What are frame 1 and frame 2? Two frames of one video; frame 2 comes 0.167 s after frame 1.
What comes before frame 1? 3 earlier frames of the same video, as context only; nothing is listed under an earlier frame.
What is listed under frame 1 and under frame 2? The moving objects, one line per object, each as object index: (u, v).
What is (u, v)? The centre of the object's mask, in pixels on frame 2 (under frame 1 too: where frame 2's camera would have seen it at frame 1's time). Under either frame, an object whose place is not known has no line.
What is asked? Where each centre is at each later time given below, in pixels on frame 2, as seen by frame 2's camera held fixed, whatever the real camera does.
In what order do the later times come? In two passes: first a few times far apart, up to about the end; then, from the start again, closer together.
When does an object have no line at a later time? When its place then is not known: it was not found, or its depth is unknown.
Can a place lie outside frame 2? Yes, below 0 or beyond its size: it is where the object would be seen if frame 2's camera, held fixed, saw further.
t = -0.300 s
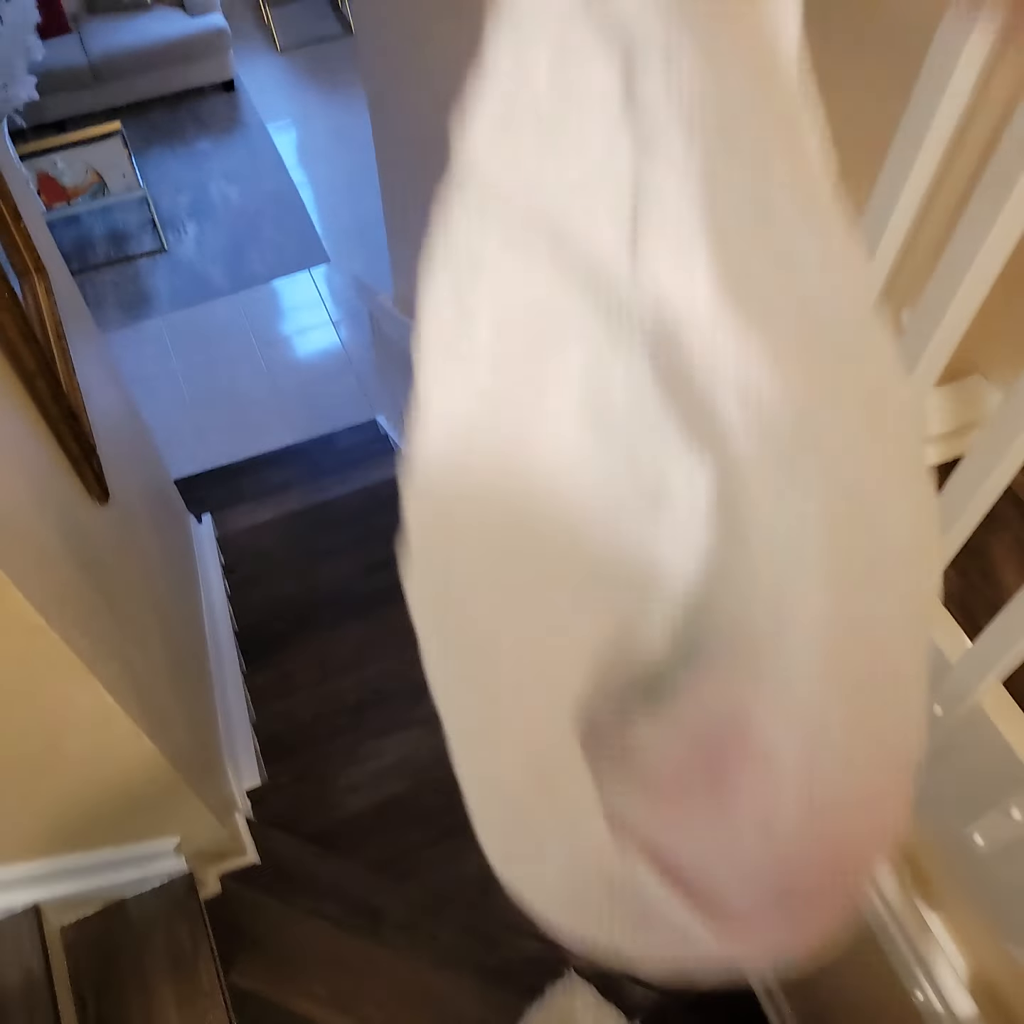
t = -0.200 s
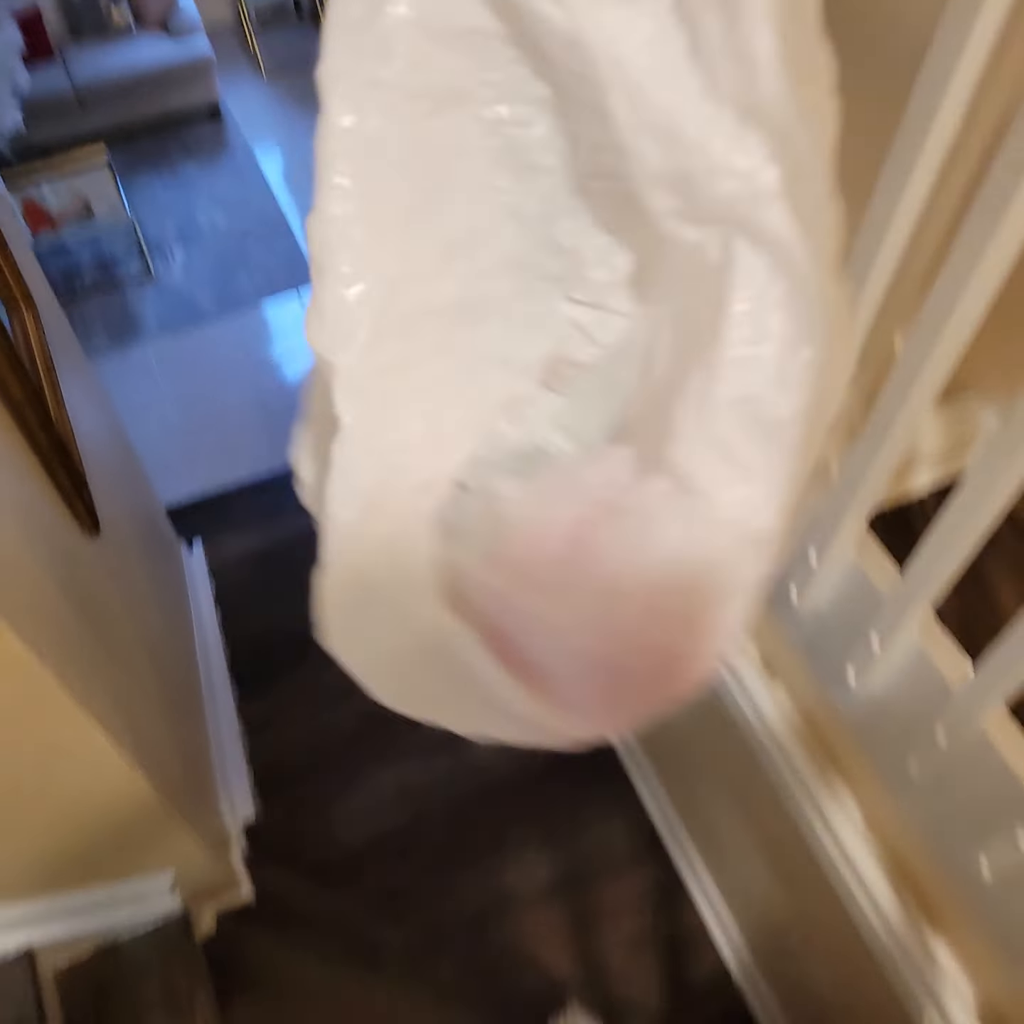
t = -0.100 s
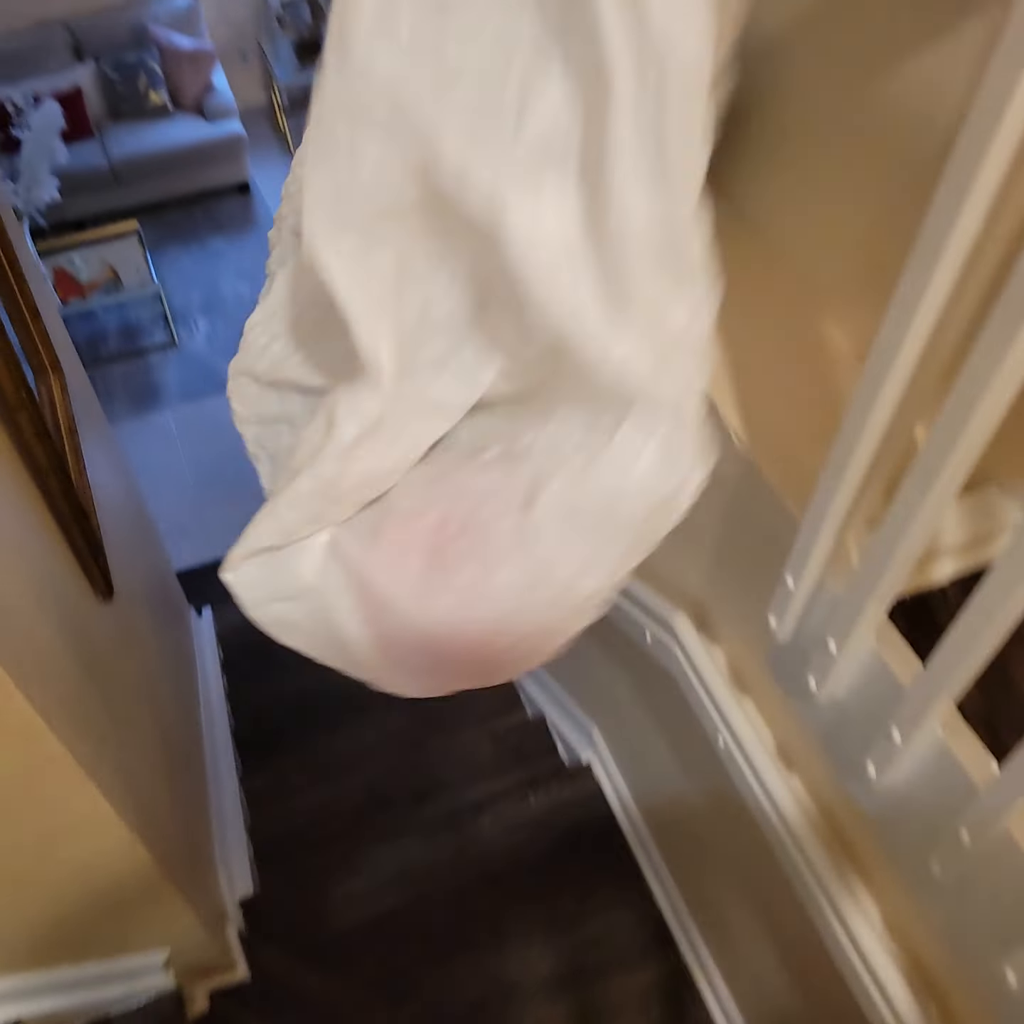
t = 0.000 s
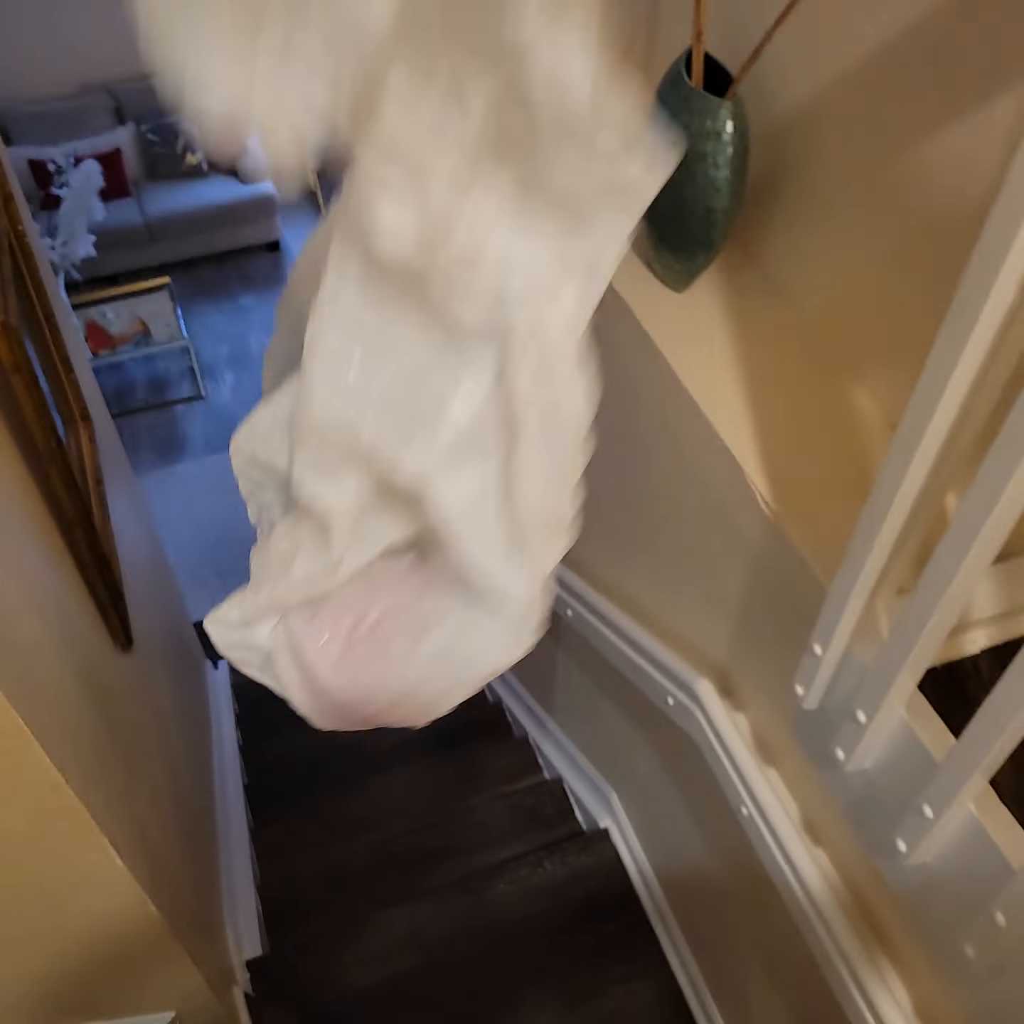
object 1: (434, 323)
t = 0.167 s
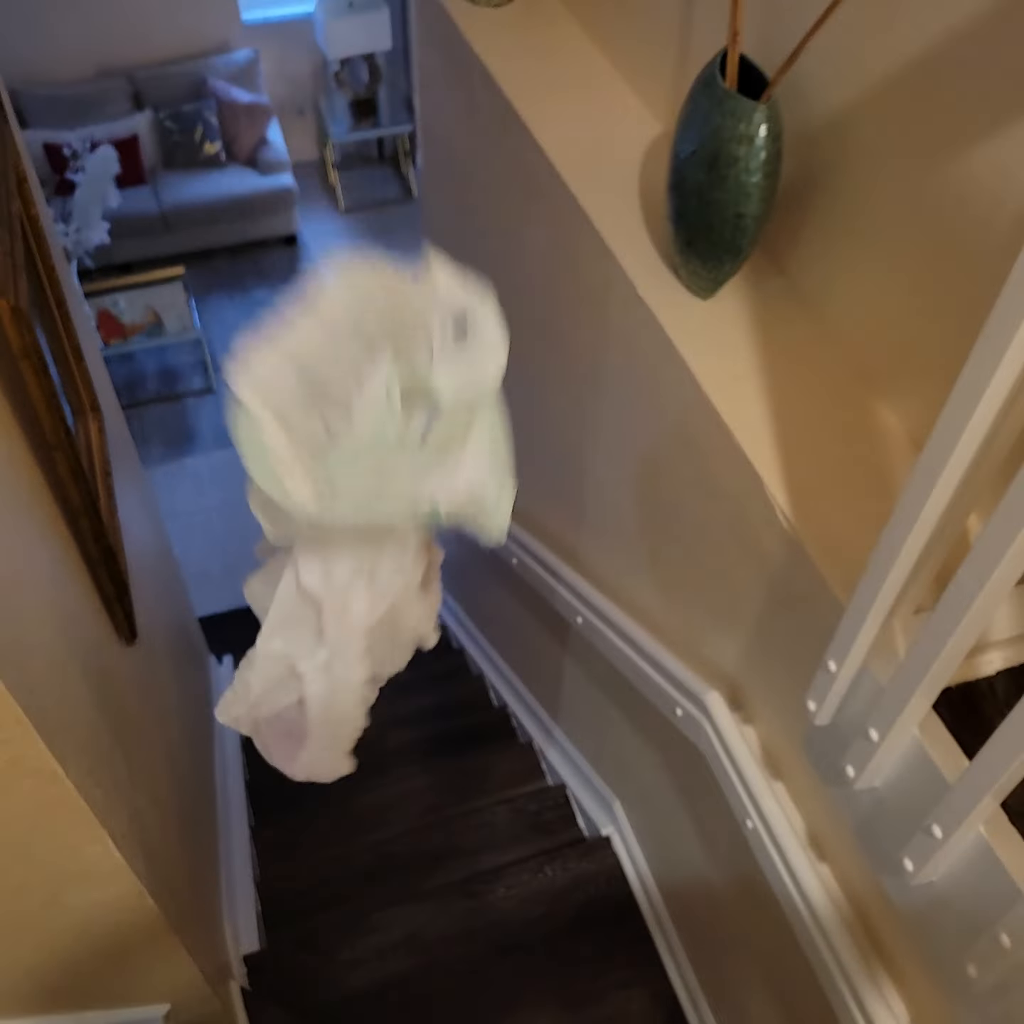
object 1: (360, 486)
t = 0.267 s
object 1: (353, 657)
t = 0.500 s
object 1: (335, 829)
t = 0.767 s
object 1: (327, 809)
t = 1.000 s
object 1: (315, 767)
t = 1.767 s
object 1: (326, 683)
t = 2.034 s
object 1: (325, 667)
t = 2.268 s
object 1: (323, 668)
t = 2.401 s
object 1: (321, 662)
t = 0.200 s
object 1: (365, 550)
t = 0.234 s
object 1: (363, 610)
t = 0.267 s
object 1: (353, 657)
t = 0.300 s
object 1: (344, 692)
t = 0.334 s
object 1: (336, 719)
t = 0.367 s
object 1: (334, 744)
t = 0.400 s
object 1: (331, 769)
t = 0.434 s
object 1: (331, 791)
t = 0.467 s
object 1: (332, 811)
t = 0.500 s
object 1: (335, 829)
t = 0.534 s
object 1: (338, 845)
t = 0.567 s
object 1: (342, 857)
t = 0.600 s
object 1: (342, 863)
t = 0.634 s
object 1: (338, 850)
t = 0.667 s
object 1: (334, 837)
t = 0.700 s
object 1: (329, 823)
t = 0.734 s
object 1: (326, 814)
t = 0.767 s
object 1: (327, 809)
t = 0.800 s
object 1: (327, 805)
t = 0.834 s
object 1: (325, 802)
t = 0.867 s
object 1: (322, 800)
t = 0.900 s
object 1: (319, 795)
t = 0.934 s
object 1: (315, 788)
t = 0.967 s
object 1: (313, 777)
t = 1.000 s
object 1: (315, 767)
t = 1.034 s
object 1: (319, 761)
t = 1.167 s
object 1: (321, 747)
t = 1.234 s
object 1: (319, 737)
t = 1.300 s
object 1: (319, 721)
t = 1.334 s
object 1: (320, 714)
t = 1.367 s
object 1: (320, 709)
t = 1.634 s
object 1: (327, 691)
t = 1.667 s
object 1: (325, 688)
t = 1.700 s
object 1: (325, 685)
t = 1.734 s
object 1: (326, 683)
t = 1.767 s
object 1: (326, 683)
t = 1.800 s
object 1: (324, 683)
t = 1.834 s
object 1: (323, 682)
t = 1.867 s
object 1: (322, 682)
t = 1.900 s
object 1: (323, 681)
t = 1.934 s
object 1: (323, 678)
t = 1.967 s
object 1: (324, 675)
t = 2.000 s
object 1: (325, 671)
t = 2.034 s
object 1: (325, 667)
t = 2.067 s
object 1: (325, 665)
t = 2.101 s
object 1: (325, 663)
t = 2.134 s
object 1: (325, 664)
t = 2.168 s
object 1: (324, 665)
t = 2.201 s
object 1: (323, 667)
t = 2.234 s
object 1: (322, 668)
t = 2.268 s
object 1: (323, 668)
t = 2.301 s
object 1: (323, 666)
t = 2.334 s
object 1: (322, 664)
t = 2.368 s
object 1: (322, 663)
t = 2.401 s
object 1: (321, 662)
